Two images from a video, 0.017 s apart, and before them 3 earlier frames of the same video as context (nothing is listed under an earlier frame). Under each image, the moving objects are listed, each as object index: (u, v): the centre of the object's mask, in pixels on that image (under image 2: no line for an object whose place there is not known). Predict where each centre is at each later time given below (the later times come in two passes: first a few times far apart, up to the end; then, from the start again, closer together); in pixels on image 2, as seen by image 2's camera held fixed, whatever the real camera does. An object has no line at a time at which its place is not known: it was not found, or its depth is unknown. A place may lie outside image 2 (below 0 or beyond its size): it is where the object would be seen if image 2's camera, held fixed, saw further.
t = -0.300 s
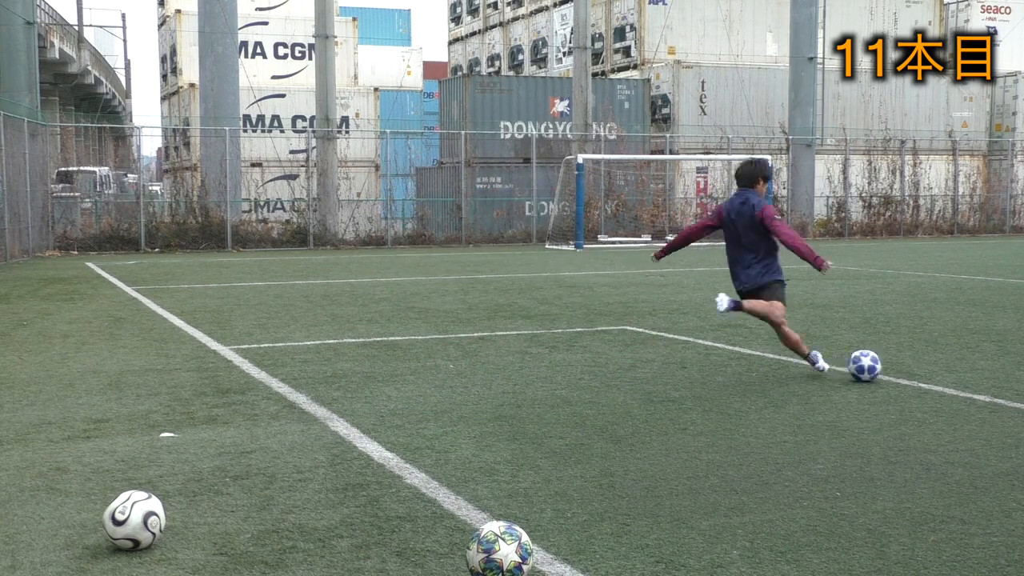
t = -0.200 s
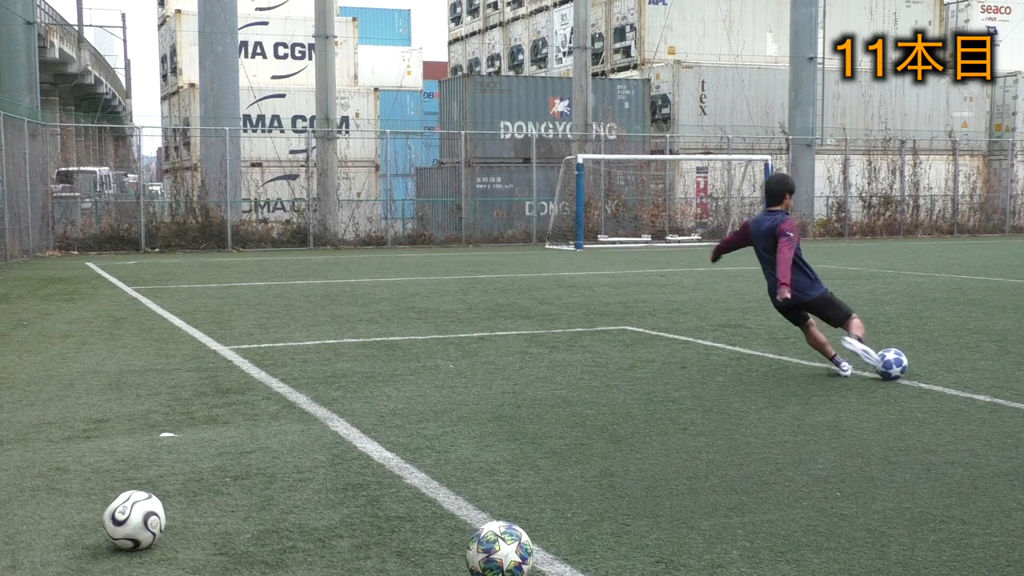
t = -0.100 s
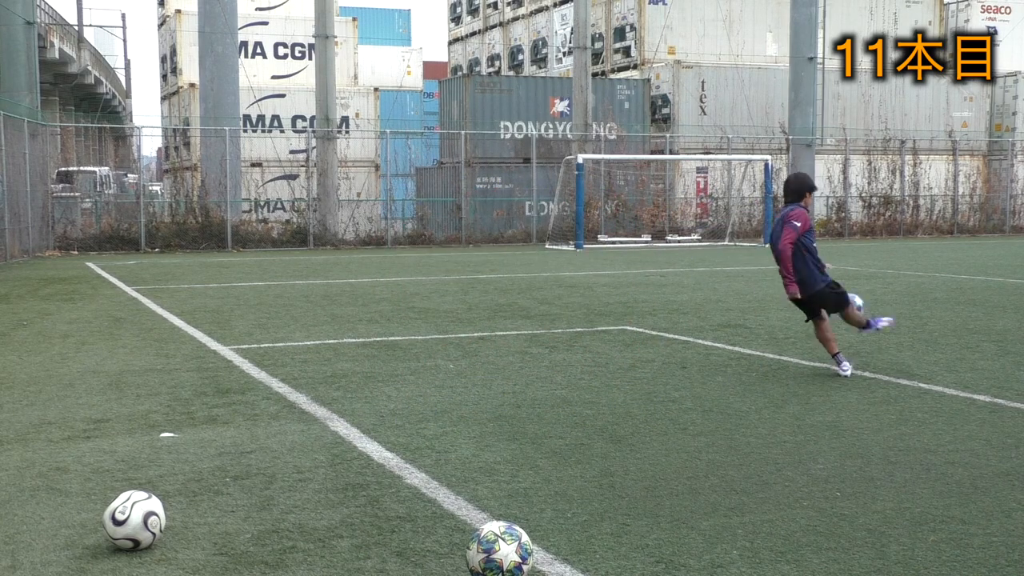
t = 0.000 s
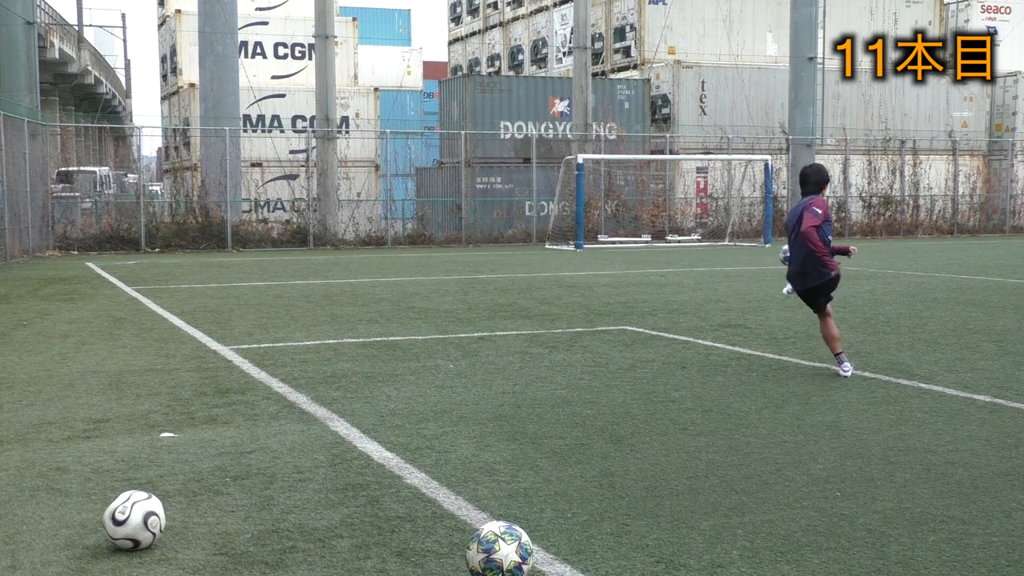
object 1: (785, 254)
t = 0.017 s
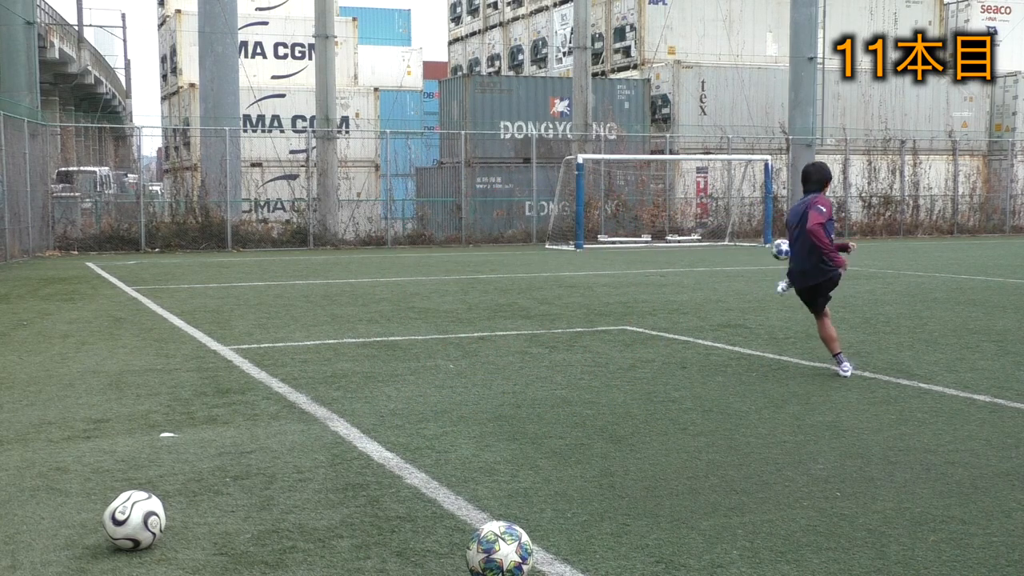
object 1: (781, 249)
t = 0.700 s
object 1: (598, 232)
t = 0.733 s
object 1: (593, 230)
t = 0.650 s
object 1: (605, 237)
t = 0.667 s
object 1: (602, 235)
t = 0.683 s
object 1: (600, 233)
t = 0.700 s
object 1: (598, 232)
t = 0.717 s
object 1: (595, 230)
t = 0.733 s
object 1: (593, 230)
